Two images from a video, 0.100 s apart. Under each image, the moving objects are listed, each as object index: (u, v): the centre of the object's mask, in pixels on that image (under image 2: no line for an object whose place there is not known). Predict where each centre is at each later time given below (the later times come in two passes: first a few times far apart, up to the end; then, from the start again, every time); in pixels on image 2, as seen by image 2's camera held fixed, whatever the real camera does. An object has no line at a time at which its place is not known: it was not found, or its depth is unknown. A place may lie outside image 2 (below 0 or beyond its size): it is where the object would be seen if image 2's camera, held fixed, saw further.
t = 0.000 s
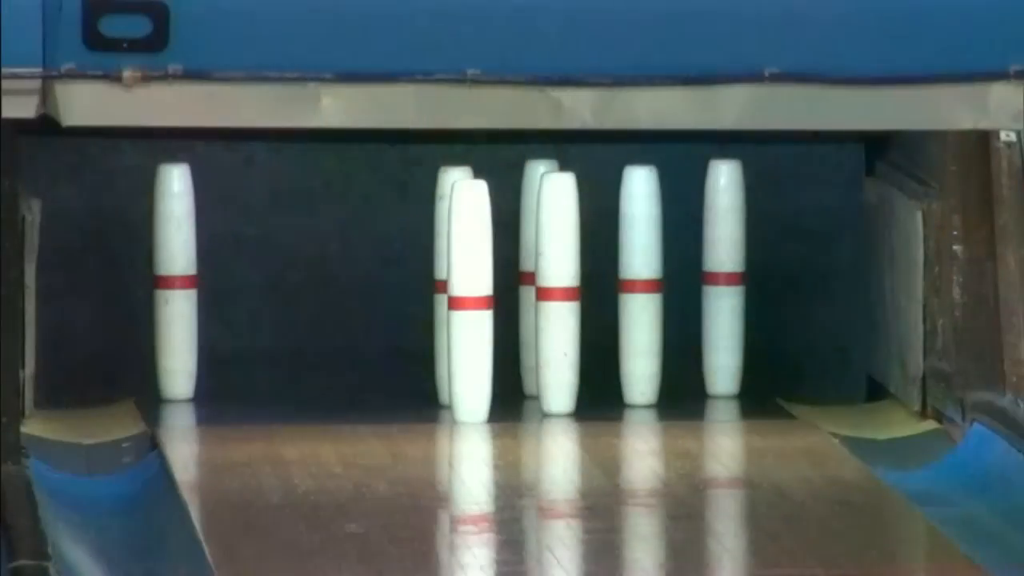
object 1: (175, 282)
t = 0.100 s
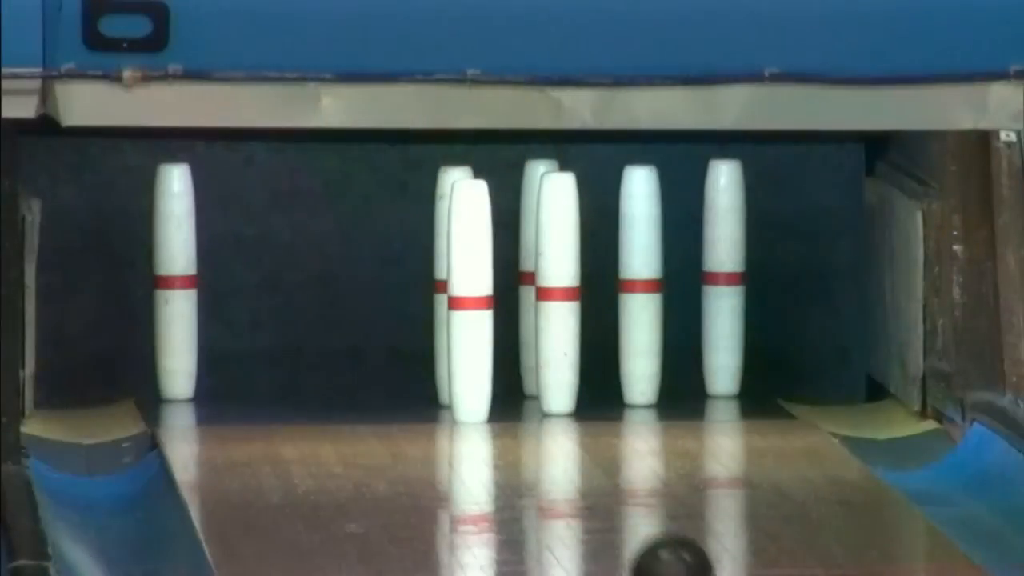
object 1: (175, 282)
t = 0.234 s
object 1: (175, 281)
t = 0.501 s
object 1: (175, 281)
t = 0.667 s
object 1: (102, 294)
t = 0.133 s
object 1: (175, 282)
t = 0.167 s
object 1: (175, 281)
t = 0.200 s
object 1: (175, 281)
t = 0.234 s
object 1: (175, 281)
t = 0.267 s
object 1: (175, 282)
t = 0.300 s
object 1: (175, 281)
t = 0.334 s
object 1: (175, 281)
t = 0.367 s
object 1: (175, 282)
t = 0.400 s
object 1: (175, 281)
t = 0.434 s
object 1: (175, 281)
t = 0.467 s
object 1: (175, 281)
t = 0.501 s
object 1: (175, 281)
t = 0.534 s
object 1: (175, 282)
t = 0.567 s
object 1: (175, 282)
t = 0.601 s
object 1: (160, 291)
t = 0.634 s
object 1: (125, 292)
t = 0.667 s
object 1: (102, 294)
